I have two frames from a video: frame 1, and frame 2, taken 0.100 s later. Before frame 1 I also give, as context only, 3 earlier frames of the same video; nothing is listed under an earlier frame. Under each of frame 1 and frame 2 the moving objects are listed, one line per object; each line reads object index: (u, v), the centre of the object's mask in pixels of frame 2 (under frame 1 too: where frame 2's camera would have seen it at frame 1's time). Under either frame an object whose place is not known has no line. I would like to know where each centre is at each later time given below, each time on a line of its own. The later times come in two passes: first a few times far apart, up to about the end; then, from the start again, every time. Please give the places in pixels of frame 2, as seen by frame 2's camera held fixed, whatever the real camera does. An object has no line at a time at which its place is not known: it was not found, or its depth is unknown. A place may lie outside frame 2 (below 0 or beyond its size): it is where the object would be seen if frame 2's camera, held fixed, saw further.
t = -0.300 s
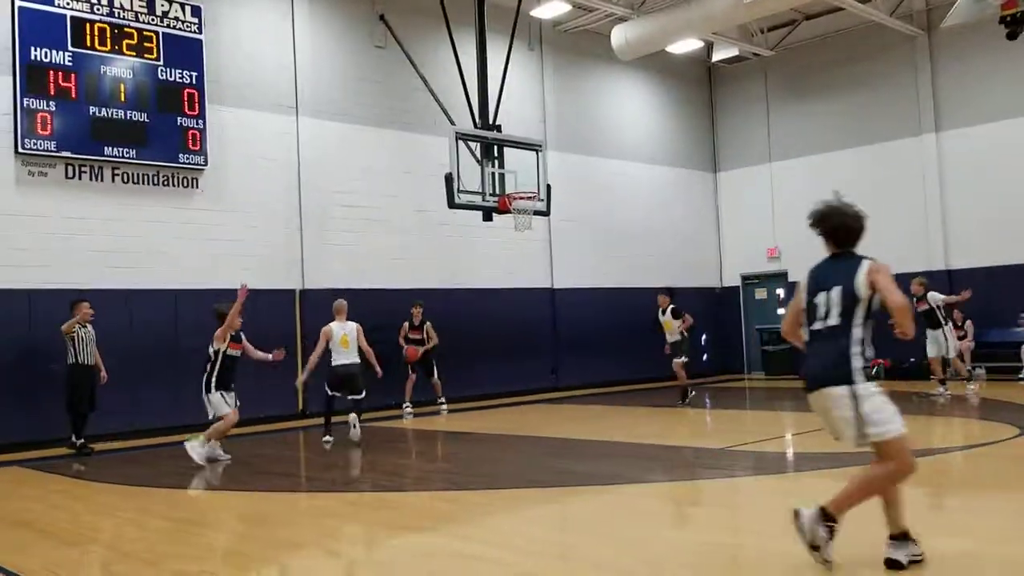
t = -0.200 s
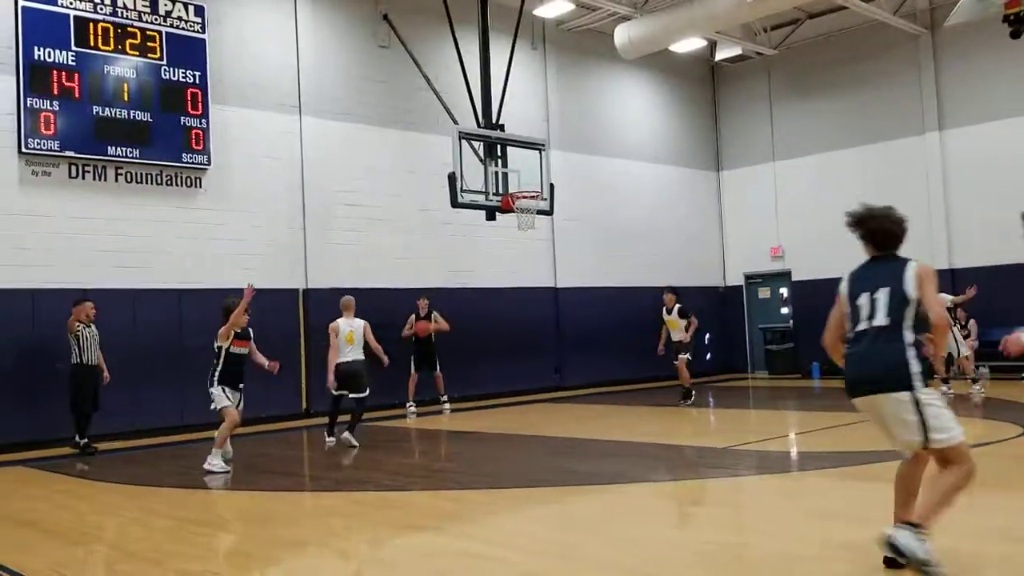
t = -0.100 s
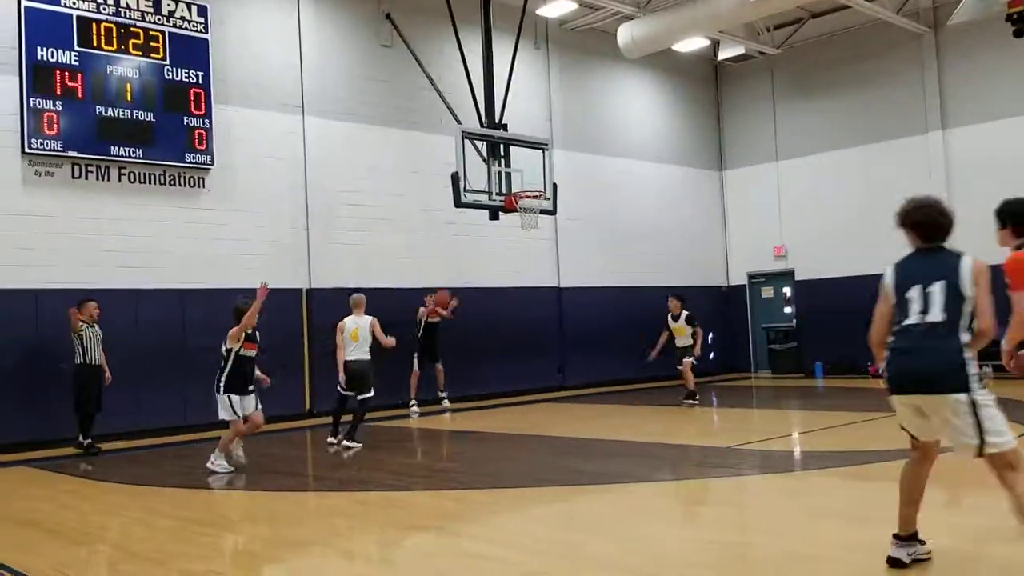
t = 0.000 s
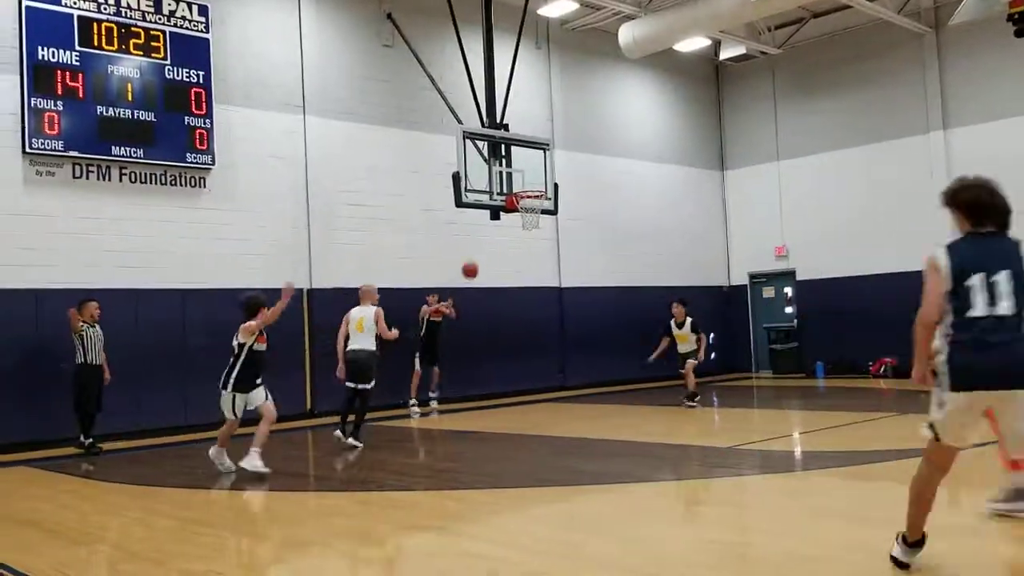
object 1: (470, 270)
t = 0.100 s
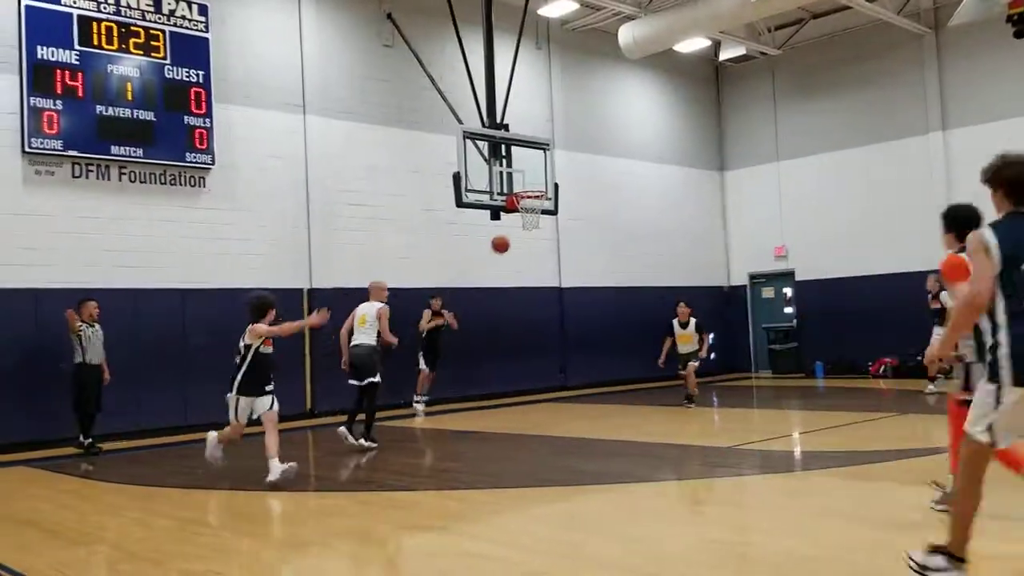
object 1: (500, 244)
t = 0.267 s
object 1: (561, 210)
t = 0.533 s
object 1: (698, 188)
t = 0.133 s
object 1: (512, 237)
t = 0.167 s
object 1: (523, 229)
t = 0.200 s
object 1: (535, 223)
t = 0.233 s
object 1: (547, 216)
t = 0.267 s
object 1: (561, 210)
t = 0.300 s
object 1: (575, 204)
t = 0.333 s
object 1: (590, 200)
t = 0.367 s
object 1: (605, 195)
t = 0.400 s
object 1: (621, 192)
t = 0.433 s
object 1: (639, 190)
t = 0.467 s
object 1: (657, 188)
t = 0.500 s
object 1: (677, 188)
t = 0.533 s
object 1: (698, 188)
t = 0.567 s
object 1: (720, 190)
